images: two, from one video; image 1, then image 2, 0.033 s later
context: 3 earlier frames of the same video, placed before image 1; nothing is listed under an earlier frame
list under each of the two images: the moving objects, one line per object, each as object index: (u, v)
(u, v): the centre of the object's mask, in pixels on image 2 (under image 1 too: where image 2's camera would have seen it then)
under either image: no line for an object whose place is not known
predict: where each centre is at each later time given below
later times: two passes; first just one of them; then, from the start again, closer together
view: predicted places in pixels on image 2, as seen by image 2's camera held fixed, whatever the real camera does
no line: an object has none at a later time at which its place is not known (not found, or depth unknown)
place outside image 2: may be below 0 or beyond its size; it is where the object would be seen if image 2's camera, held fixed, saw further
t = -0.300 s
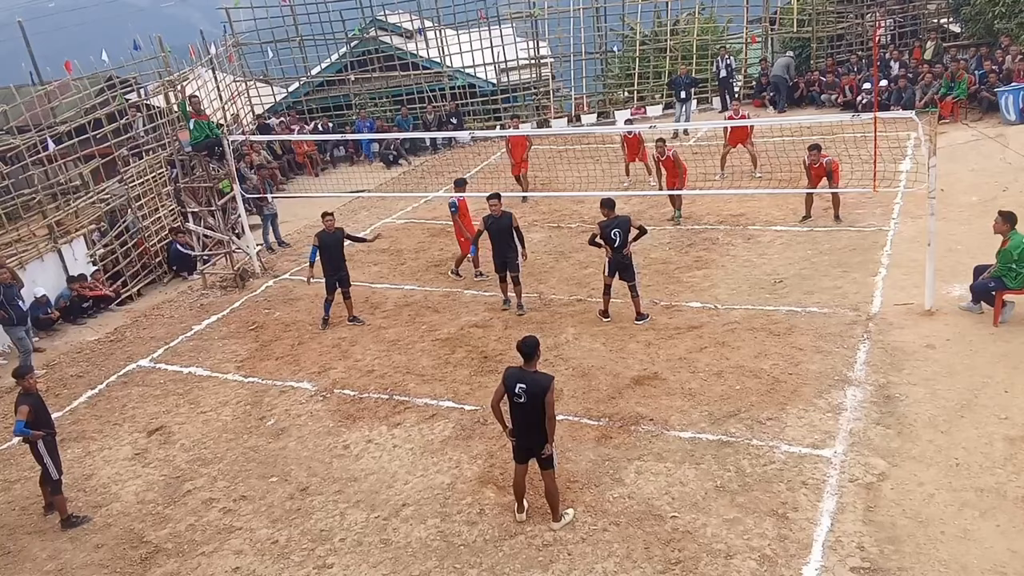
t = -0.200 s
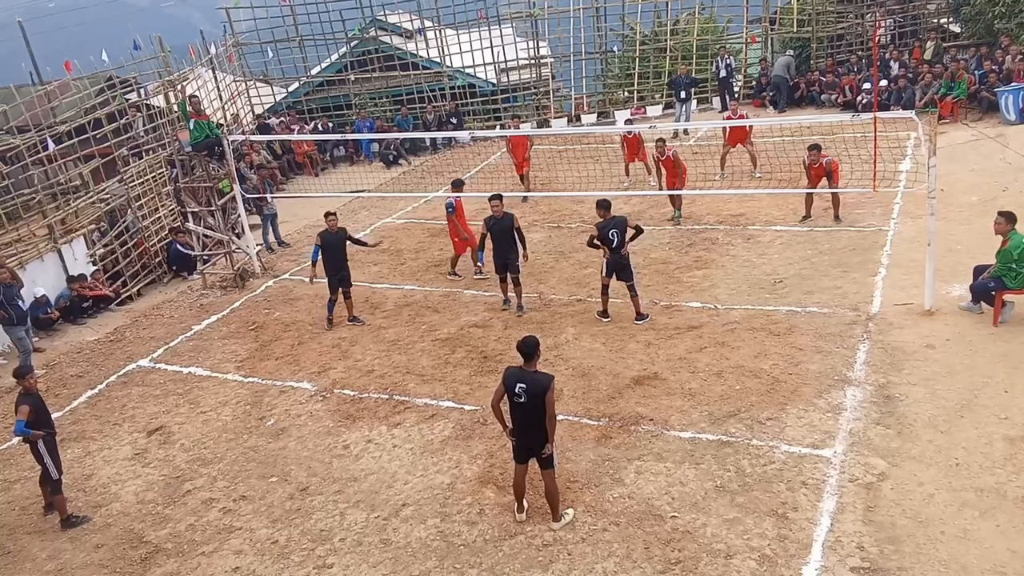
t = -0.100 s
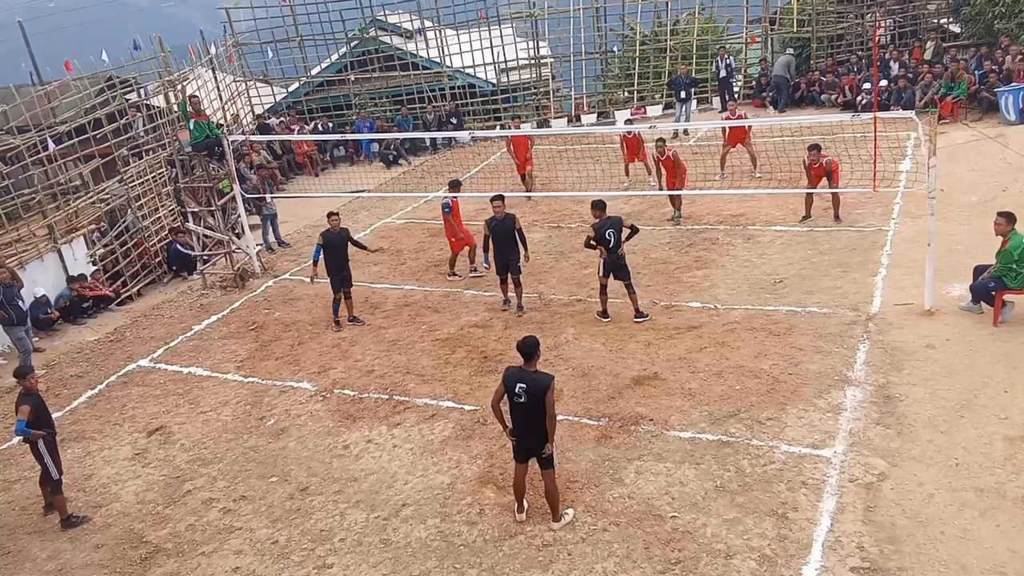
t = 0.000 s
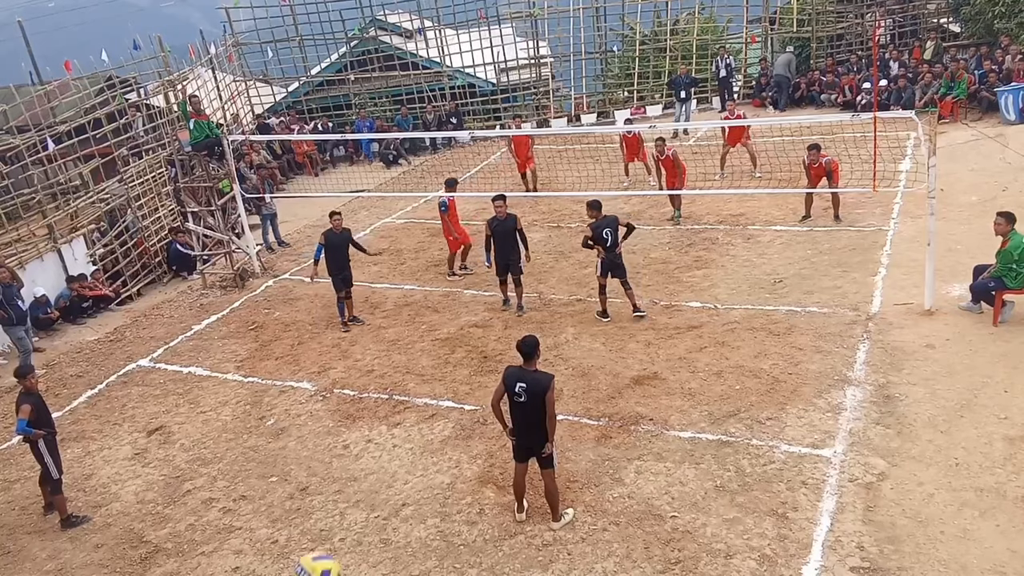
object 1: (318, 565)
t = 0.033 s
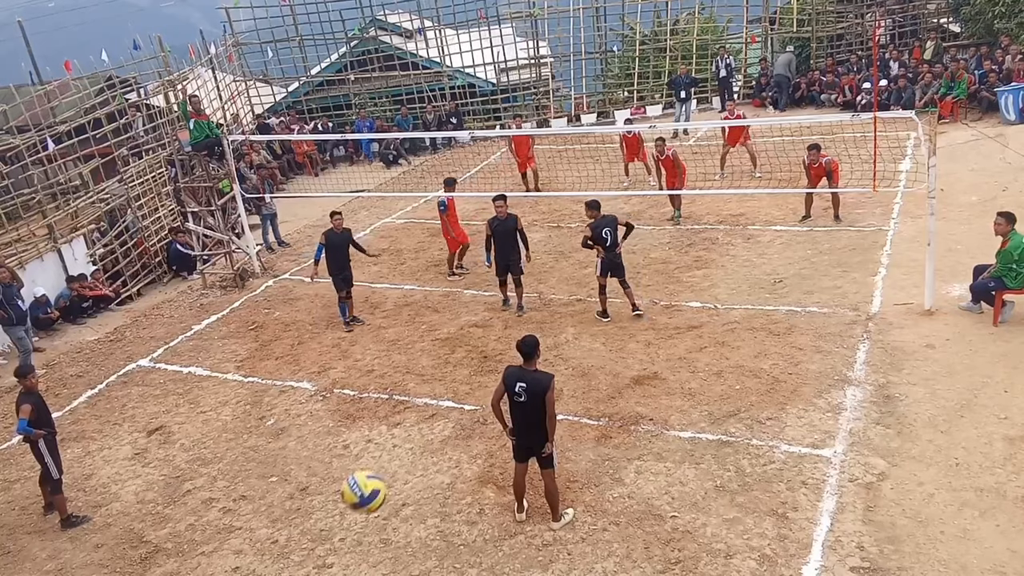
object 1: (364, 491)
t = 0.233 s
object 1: (555, 196)
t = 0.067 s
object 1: (405, 421)
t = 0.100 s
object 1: (442, 360)
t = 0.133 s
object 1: (475, 309)
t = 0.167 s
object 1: (505, 266)
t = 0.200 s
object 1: (531, 228)
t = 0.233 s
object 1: (555, 196)
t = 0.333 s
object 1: (612, 126)
